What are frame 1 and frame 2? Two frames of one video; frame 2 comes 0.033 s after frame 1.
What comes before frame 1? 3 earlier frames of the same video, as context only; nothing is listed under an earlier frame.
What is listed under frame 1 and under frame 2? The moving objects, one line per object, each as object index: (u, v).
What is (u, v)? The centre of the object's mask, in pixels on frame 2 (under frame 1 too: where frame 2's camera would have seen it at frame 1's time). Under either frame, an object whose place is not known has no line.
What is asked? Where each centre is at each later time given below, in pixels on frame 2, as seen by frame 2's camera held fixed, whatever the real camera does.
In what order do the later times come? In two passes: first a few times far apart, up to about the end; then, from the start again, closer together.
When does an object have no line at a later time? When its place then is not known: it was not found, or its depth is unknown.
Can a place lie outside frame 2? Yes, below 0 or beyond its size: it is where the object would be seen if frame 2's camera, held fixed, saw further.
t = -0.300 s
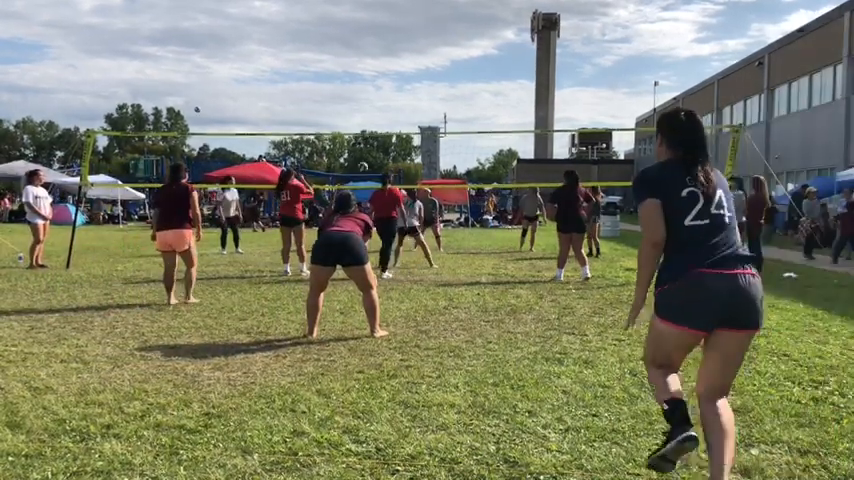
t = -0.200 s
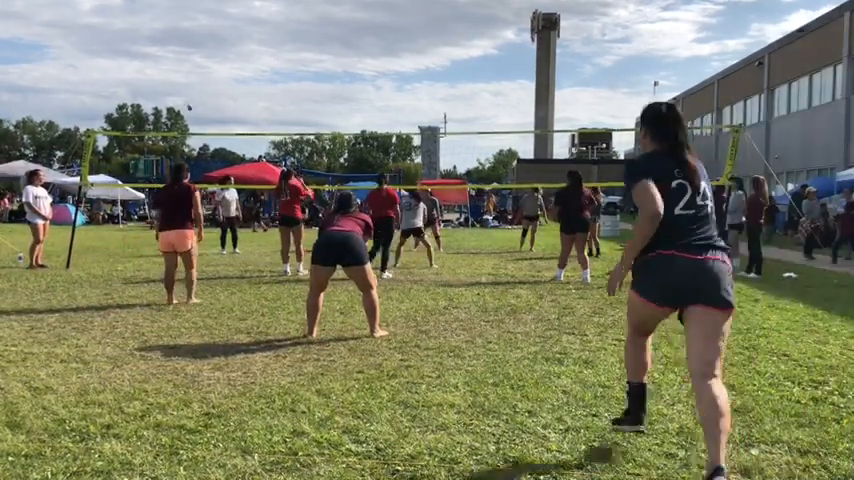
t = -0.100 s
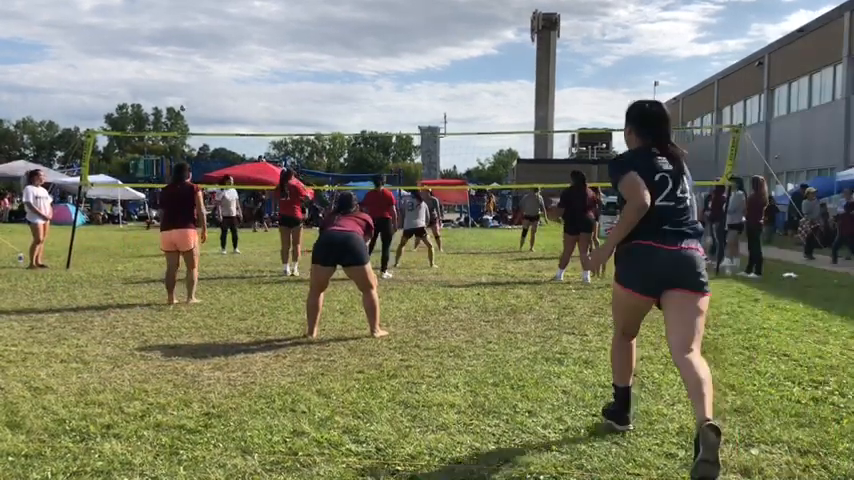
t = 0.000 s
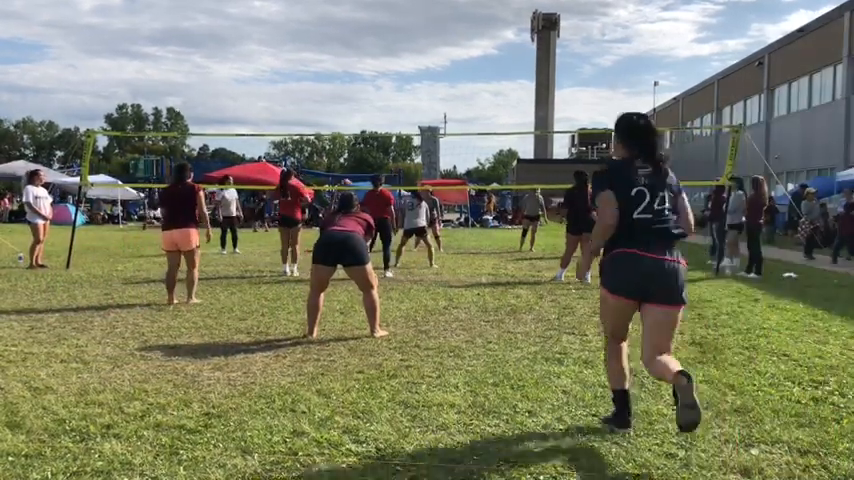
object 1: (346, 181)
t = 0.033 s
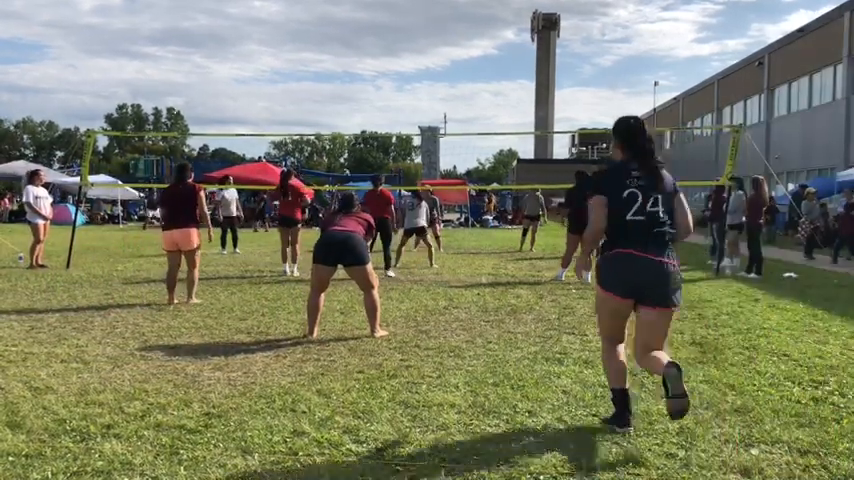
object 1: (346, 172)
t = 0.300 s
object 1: (331, 110)
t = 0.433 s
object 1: (324, 90)
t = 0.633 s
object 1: (312, 74)
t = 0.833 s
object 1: (299, 80)
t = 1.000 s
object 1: (288, 102)
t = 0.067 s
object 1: (343, 161)
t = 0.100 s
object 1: (342, 157)
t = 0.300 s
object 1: (331, 110)
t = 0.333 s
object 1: (329, 104)
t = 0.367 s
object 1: (327, 99)
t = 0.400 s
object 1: (325, 94)
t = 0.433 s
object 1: (324, 90)
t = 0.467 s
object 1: (321, 86)
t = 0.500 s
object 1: (320, 82)
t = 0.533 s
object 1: (318, 80)
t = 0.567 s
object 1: (316, 77)
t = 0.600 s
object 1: (314, 76)
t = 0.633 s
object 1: (312, 74)
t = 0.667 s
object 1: (310, 74)
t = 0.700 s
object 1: (308, 74)
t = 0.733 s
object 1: (306, 74)
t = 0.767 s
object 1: (303, 75)
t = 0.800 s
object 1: (301, 77)
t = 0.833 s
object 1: (299, 80)
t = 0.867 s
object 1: (297, 83)
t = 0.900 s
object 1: (295, 87)
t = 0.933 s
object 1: (292, 92)
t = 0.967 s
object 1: (290, 96)
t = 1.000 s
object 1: (288, 102)
